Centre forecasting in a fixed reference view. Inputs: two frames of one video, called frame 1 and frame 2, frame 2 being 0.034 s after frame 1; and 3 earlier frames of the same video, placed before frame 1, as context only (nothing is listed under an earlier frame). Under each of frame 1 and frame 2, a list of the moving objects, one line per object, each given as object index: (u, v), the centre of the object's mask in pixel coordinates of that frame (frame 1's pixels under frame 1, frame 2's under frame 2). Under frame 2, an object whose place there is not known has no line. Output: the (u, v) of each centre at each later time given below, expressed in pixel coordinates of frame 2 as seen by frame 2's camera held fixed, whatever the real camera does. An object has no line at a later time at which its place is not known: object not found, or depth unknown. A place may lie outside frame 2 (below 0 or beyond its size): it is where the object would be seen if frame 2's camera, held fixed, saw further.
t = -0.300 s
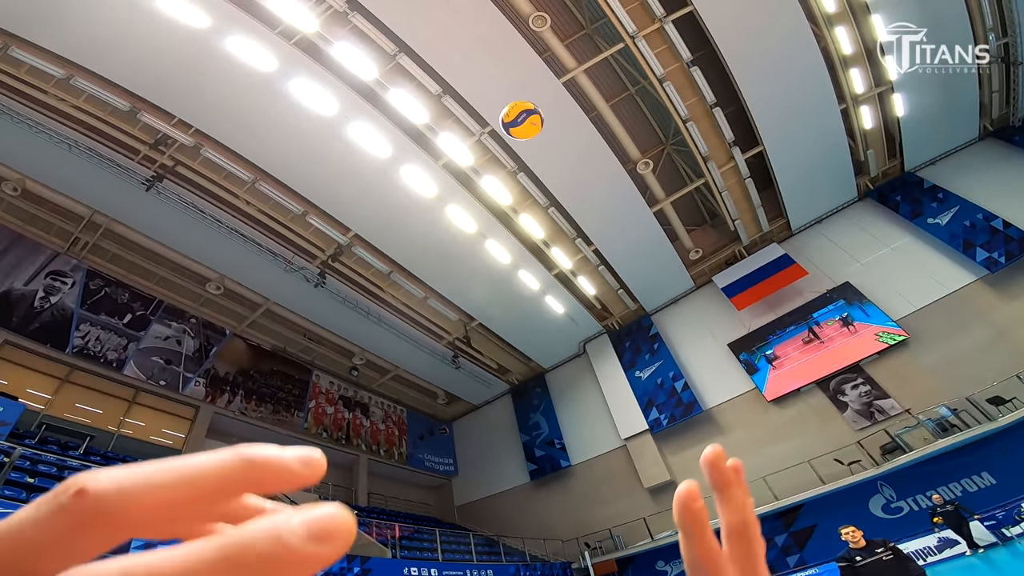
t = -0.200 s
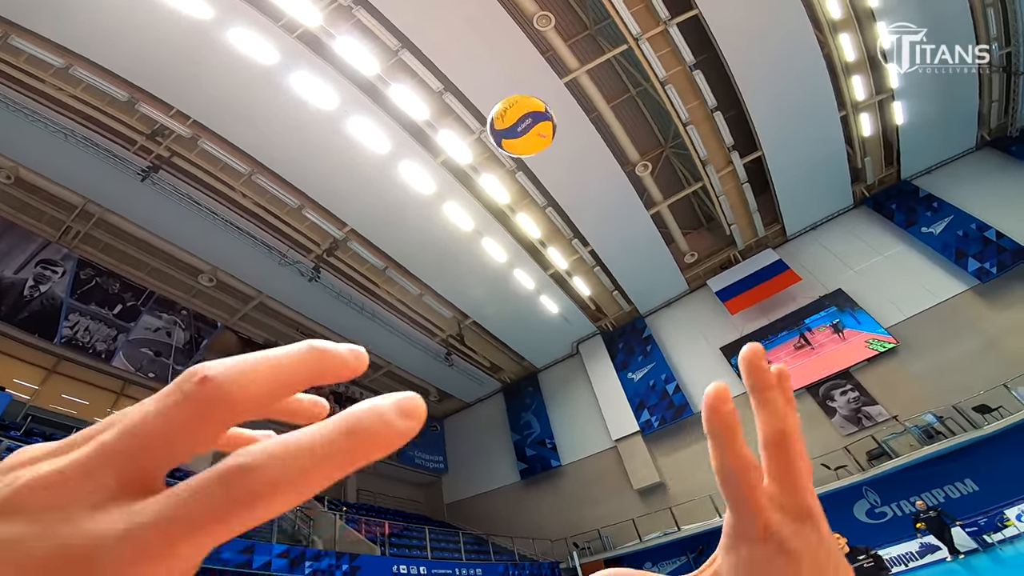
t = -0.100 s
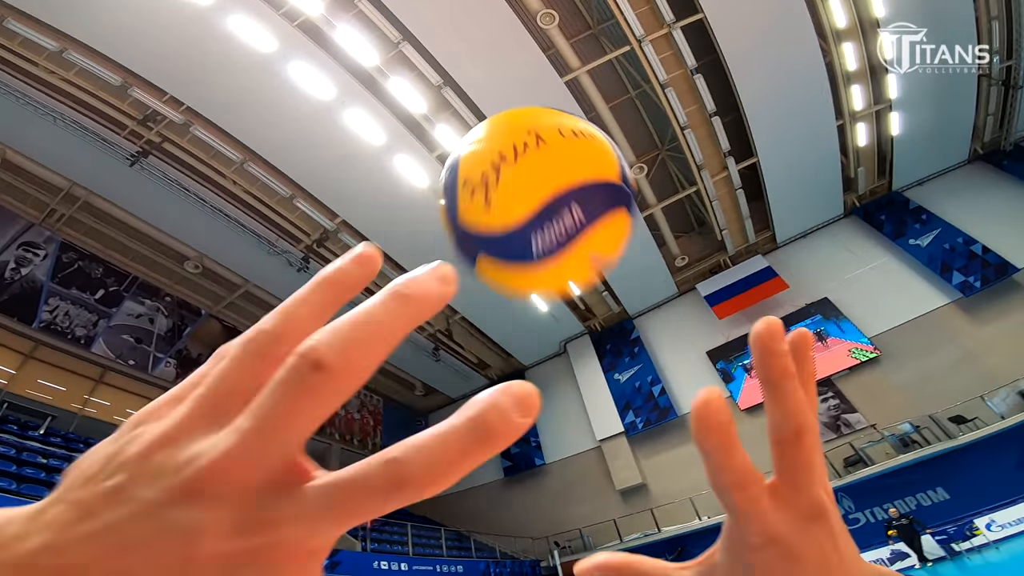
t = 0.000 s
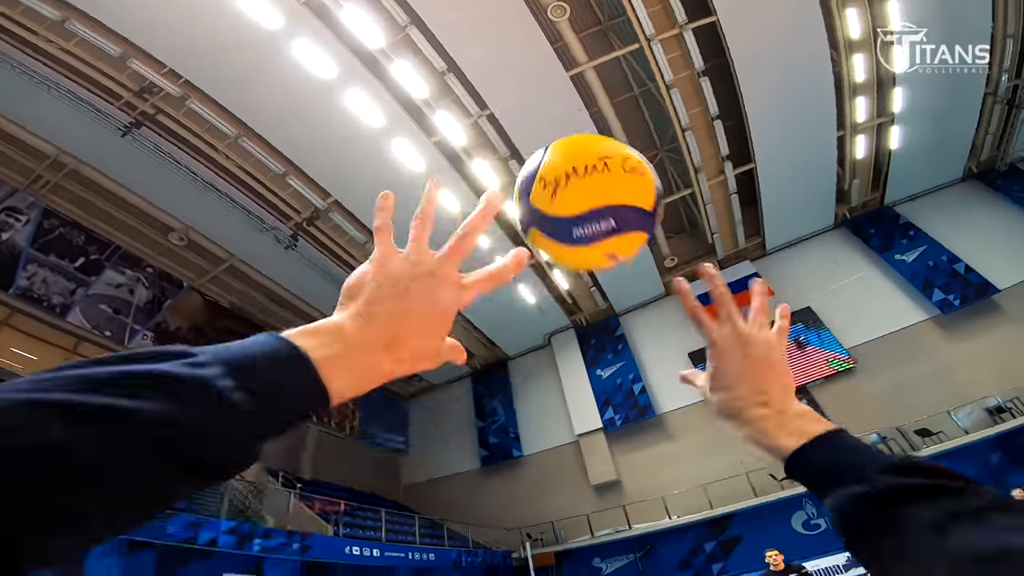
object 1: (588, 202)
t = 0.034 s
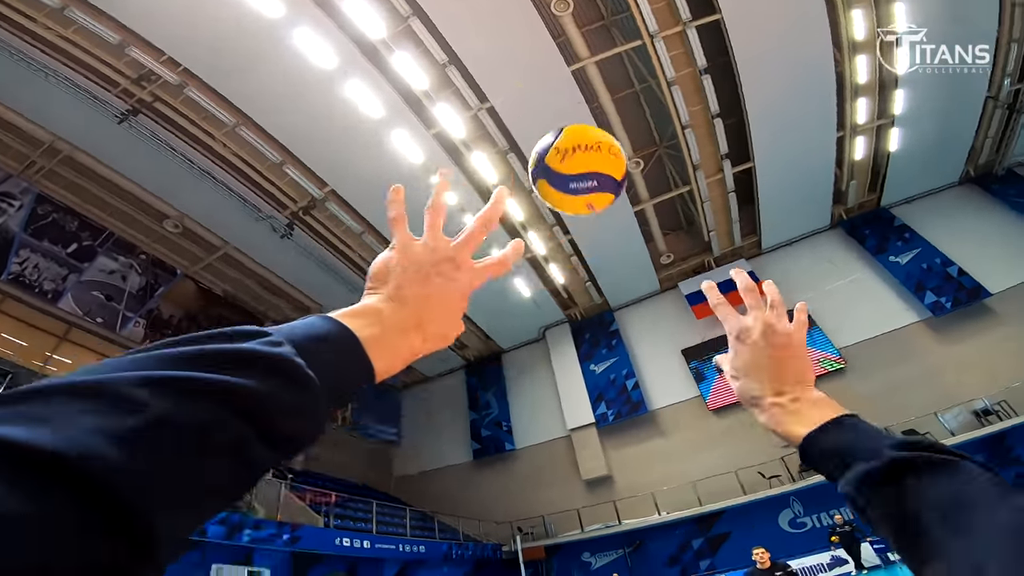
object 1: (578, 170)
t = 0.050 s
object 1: (576, 160)
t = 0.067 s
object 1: (575, 152)
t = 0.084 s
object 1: (574, 147)
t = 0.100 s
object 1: (573, 142)
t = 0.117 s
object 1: (572, 138)
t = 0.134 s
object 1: (572, 135)
